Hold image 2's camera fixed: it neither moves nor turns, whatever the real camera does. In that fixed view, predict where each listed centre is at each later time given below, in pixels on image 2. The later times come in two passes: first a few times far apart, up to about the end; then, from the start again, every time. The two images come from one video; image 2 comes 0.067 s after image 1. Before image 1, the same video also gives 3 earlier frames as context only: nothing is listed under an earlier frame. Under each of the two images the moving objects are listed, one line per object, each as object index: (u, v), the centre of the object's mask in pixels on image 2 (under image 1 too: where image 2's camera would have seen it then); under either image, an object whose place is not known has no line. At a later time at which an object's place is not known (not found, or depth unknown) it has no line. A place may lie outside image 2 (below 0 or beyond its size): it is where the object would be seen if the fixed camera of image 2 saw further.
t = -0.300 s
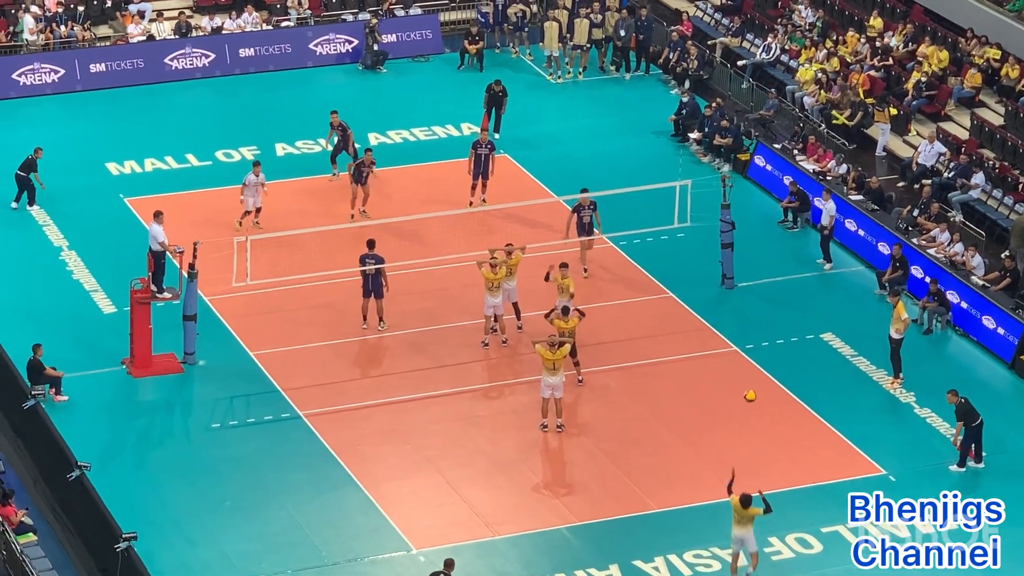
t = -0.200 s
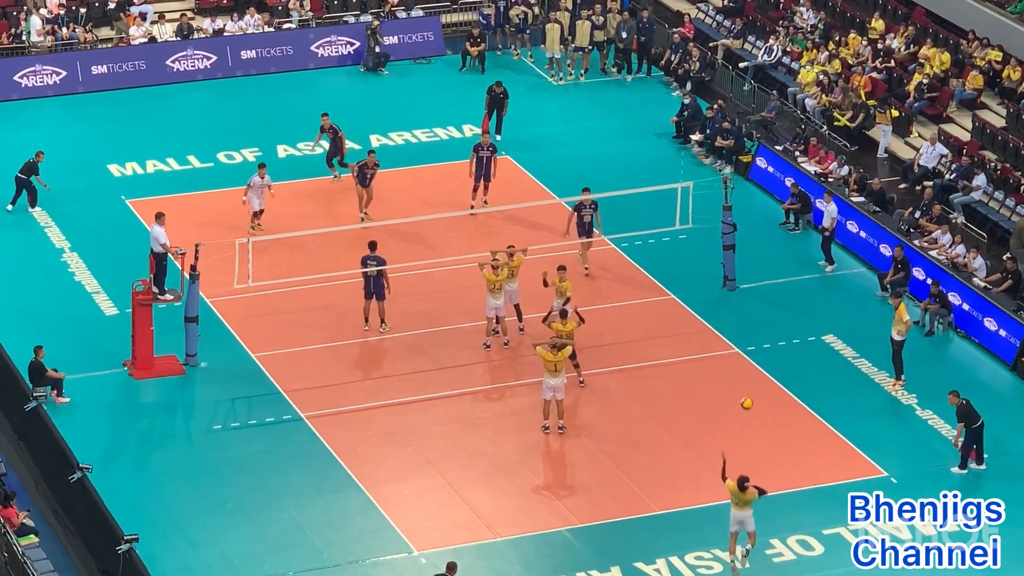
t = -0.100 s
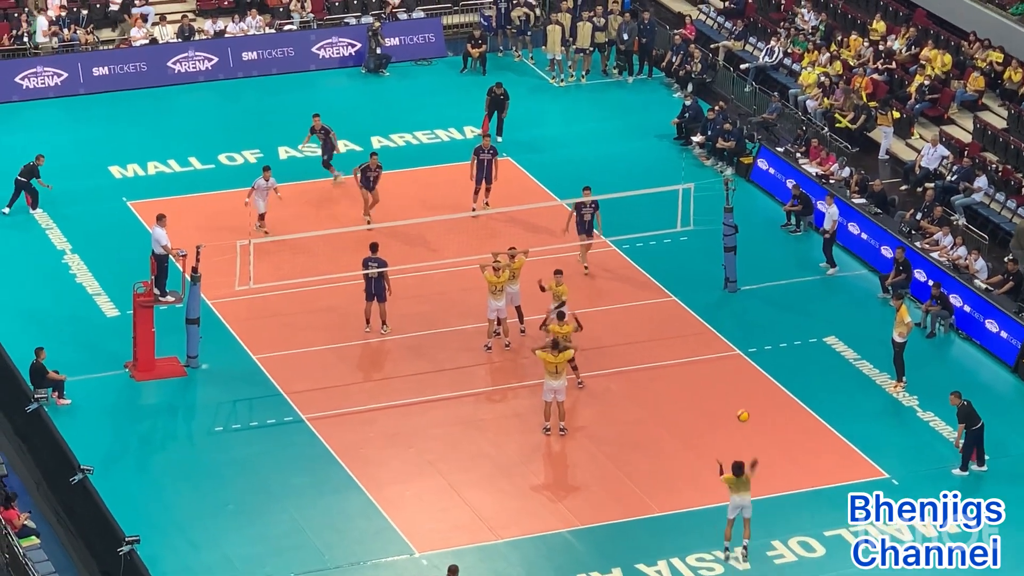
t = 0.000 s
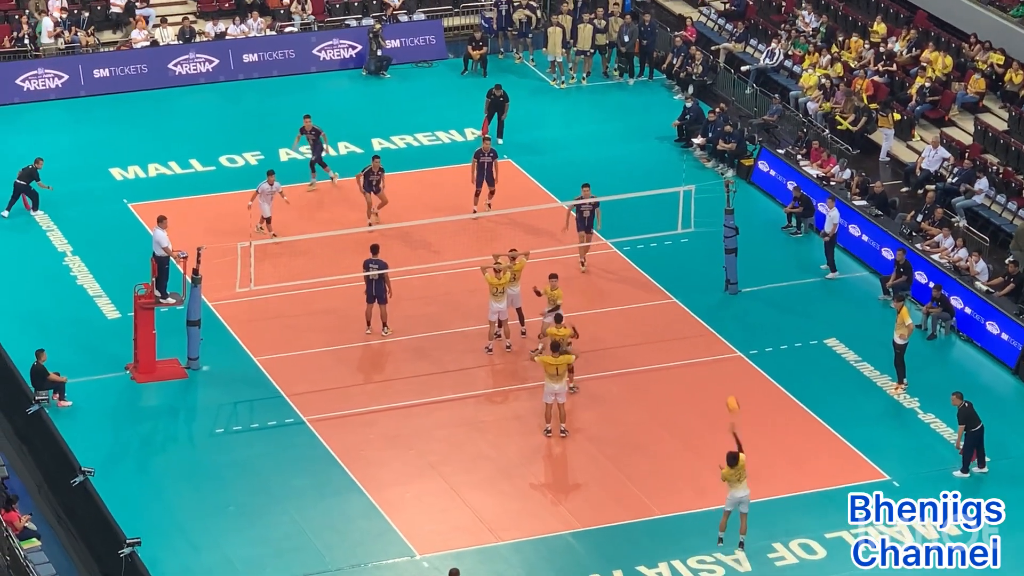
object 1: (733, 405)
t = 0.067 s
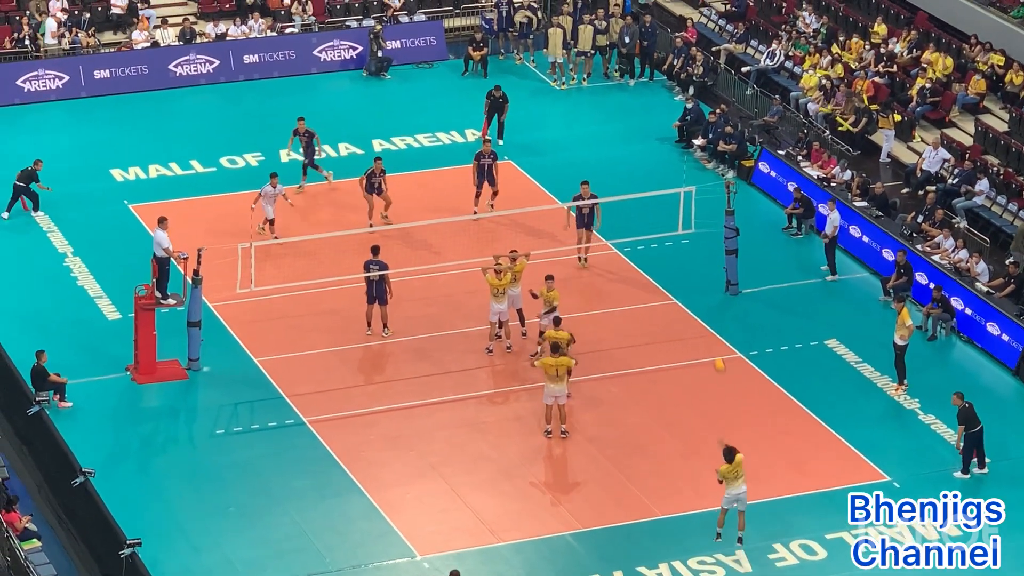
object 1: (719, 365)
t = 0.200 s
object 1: (694, 294)
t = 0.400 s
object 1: (660, 218)
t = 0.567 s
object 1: (631, 176)
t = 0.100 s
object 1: (712, 346)
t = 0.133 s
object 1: (707, 327)
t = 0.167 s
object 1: (700, 311)
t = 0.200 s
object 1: (694, 294)
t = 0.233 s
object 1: (688, 279)
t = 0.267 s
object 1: (682, 265)
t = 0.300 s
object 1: (677, 252)
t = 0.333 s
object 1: (671, 240)
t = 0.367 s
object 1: (666, 228)
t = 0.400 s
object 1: (660, 218)
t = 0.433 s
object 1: (655, 208)
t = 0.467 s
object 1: (649, 199)
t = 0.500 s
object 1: (643, 191)
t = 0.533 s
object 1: (637, 183)
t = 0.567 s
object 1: (631, 176)
